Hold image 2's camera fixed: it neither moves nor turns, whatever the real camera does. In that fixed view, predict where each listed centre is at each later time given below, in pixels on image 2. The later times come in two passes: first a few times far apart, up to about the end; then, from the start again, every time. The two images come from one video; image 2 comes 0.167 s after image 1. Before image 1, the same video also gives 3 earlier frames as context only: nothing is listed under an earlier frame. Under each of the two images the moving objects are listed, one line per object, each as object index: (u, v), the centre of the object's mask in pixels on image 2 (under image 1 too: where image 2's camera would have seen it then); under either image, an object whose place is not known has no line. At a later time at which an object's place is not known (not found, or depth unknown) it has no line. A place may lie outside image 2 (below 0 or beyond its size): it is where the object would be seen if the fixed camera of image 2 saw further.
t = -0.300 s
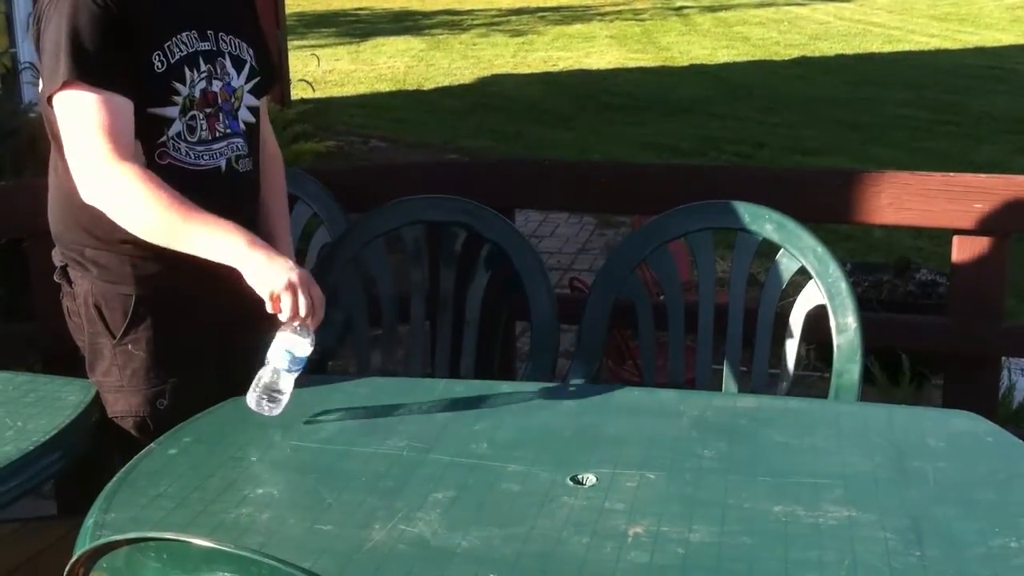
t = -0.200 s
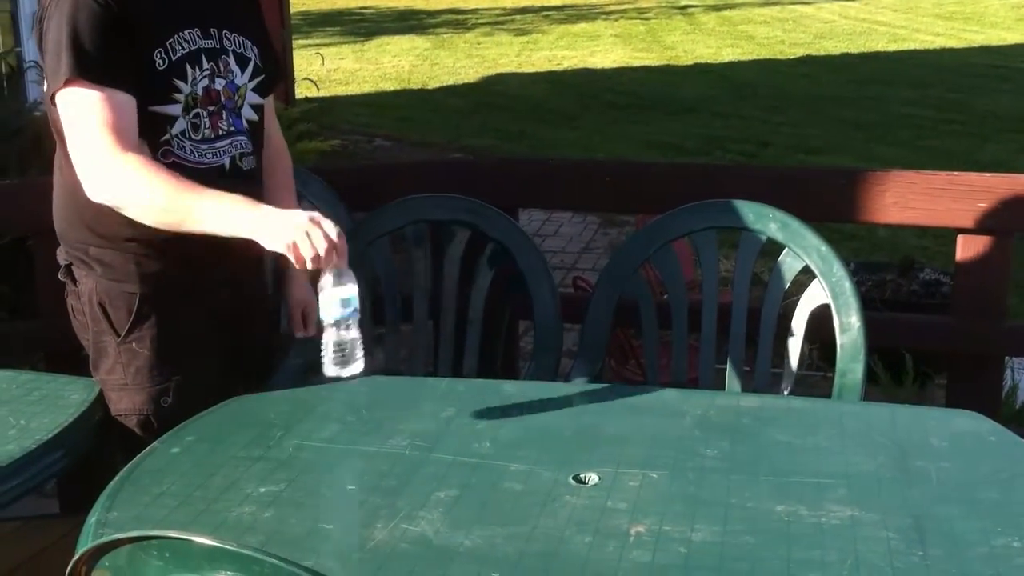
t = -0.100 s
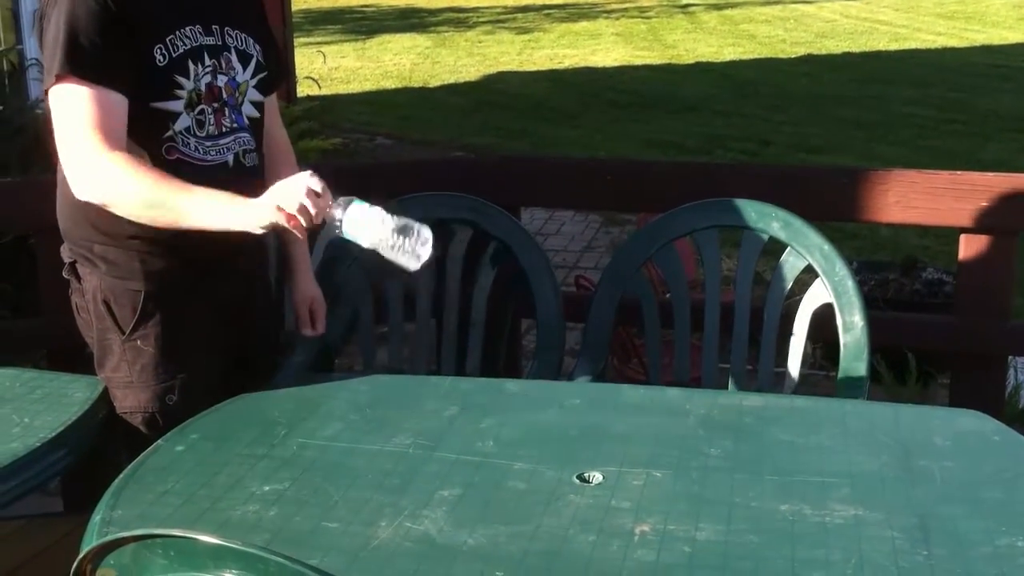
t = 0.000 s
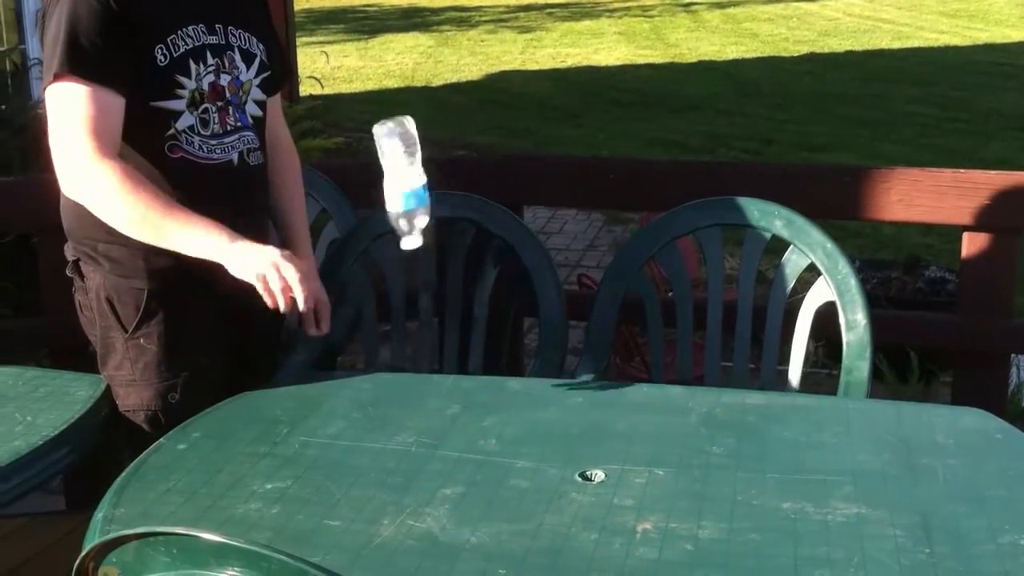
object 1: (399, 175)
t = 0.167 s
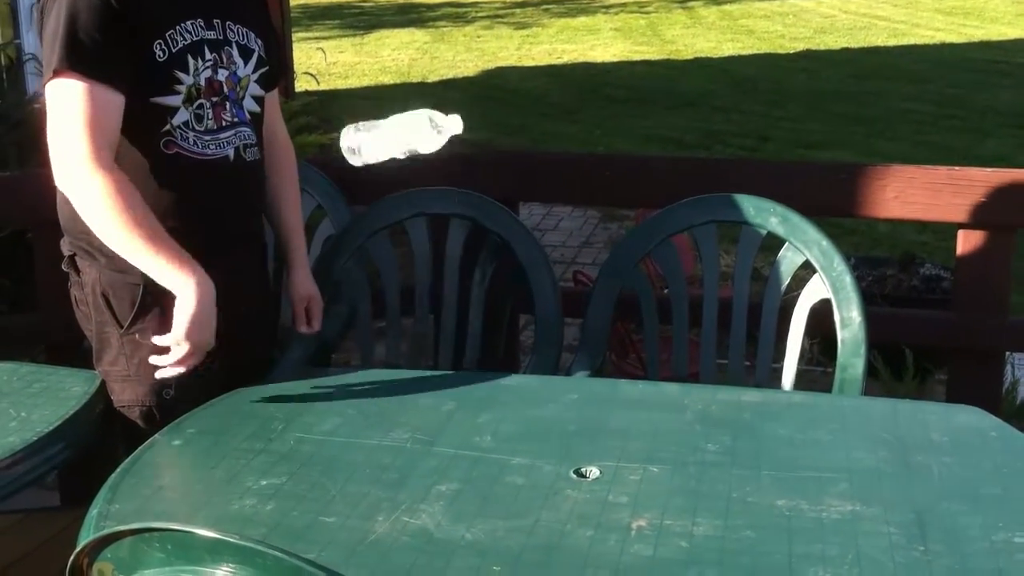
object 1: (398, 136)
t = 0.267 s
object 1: (390, 209)
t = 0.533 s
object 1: (376, 397)
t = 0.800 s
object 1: (385, 401)
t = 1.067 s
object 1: (373, 389)
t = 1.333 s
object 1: (376, 392)
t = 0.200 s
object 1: (395, 154)
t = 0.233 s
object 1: (392, 178)
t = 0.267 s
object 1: (390, 209)
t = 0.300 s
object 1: (387, 245)
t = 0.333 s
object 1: (385, 287)
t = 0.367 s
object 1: (383, 334)
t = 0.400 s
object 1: (382, 384)
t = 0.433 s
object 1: (380, 397)
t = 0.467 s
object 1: (375, 396)
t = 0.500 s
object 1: (374, 396)
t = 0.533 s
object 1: (376, 397)
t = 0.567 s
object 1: (377, 398)
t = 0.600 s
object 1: (378, 399)
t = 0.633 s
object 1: (380, 400)
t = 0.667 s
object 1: (383, 401)
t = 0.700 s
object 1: (384, 401)
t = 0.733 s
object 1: (385, 402)
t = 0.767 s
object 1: (386, 401)
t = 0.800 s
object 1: (385, 401)
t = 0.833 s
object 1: (384, 400)
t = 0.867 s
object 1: (382, 400)
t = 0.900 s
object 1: (379, 399)
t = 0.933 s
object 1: (376, 397)
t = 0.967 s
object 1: (374, 395)
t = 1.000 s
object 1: (374, 393)
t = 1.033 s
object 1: (374, 389)
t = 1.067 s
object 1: (373, 389)
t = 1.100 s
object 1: (372, 390)
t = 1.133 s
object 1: (373, 392)
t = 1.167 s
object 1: (376, 393)
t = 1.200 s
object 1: (377, 393)
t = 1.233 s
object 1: (376, 393)
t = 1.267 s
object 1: (374, 393)
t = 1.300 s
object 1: (375, 393)
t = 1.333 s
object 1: (376, 392)
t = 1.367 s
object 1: (373, 392)
